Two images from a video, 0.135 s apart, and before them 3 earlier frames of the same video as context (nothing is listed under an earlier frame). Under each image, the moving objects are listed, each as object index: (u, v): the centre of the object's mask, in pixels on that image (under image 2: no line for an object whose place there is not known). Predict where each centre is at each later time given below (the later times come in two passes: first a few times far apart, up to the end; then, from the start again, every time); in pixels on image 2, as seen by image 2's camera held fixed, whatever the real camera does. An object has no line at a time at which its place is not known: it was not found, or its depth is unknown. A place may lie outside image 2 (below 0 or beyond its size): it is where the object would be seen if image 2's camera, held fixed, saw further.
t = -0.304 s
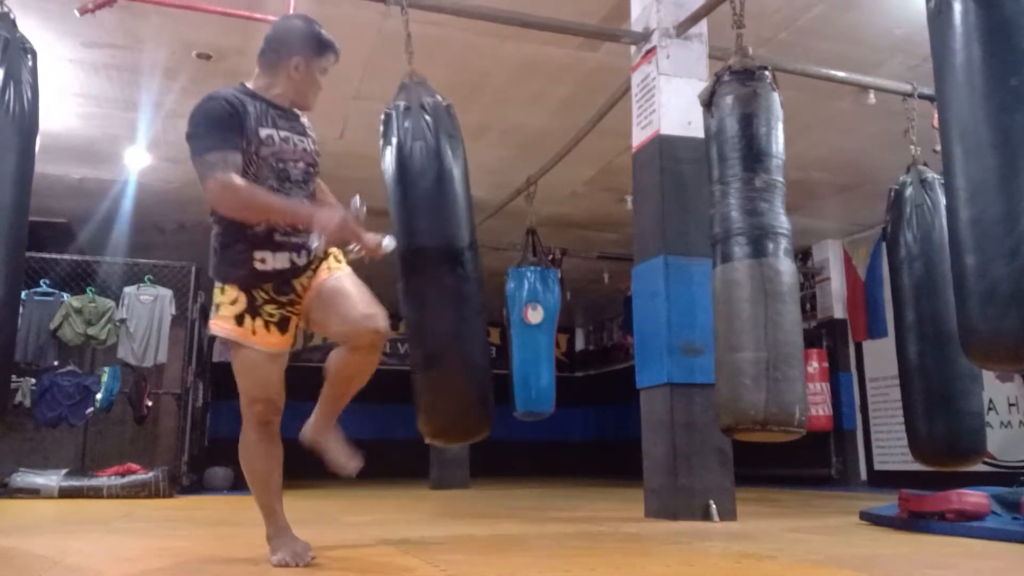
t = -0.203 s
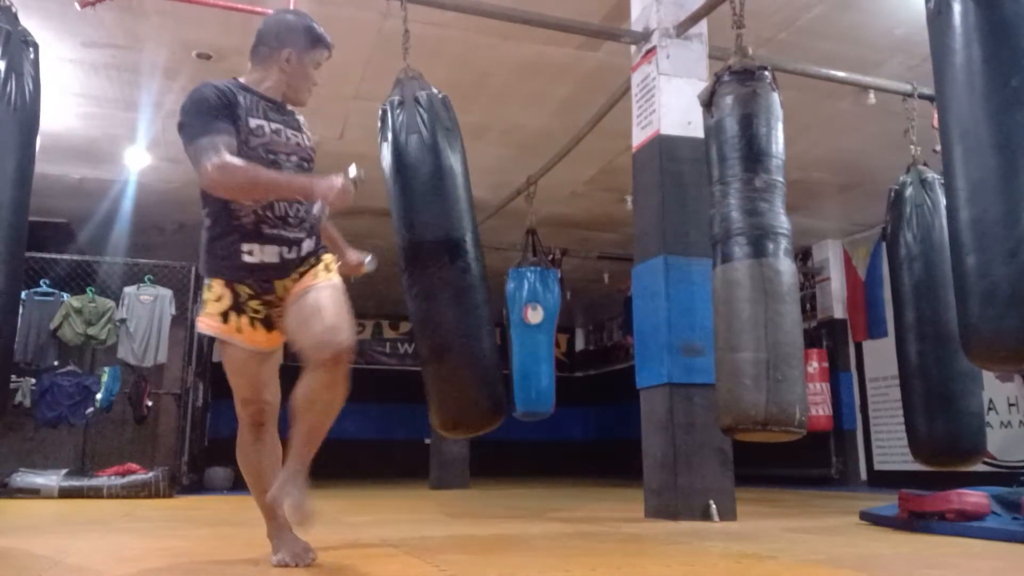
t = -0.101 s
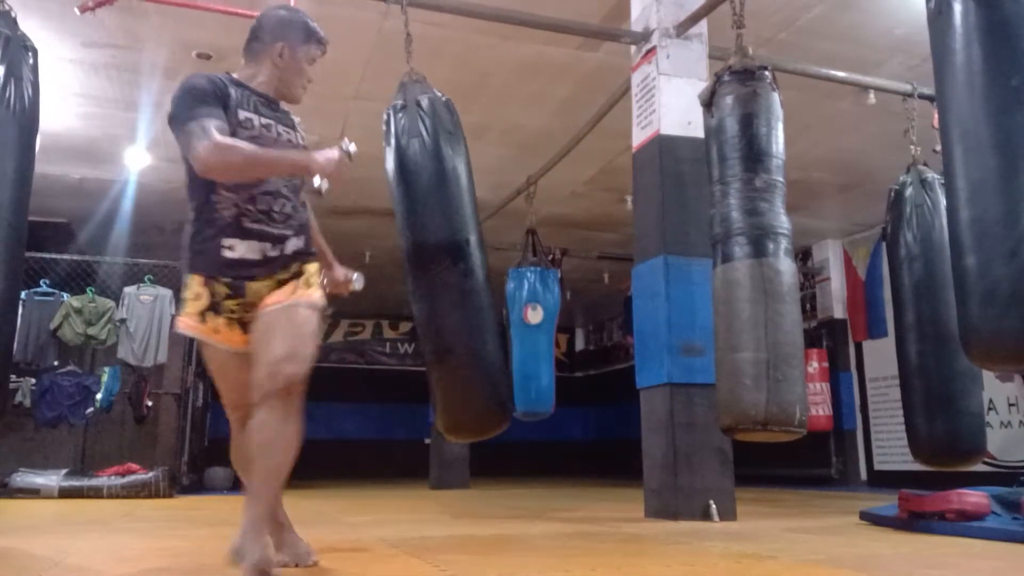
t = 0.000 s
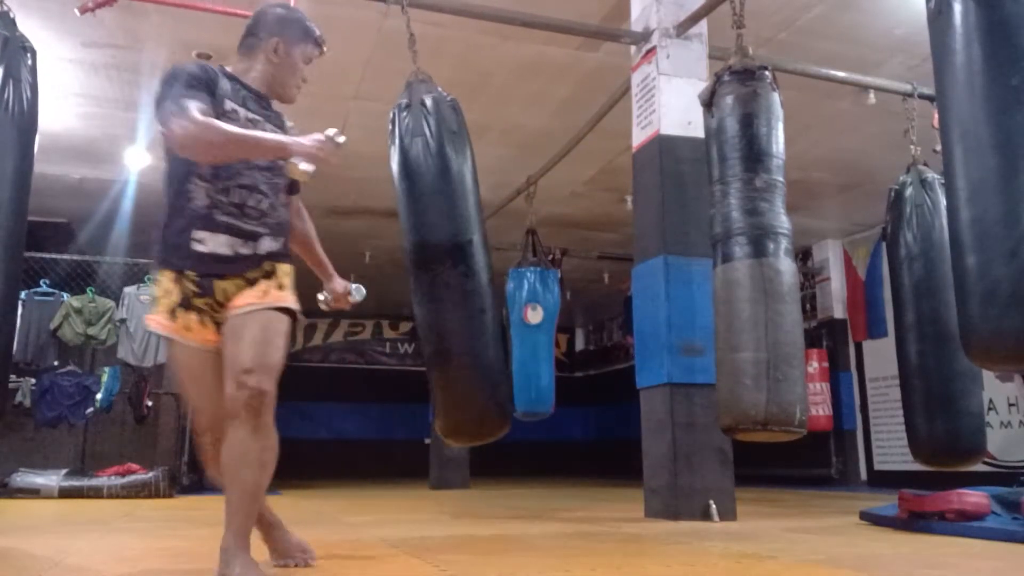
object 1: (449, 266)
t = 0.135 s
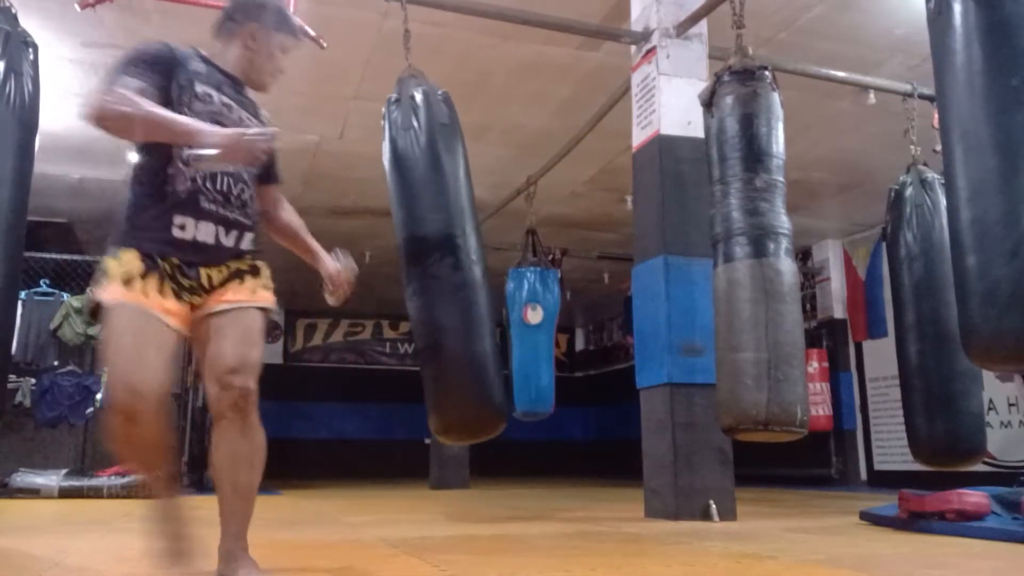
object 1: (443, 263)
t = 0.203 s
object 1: (440, 269)
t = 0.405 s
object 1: (419, 267)
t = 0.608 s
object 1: (389, 269)
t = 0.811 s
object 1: (354, 265)
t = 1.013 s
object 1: (332, 256)
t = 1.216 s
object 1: (325, 257)
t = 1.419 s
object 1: (336, 265)
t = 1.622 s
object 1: (360, 268)
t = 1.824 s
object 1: (390, 270)
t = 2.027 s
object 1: (419, 272)
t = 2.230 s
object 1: (440, 267)
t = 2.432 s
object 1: (451, 264)
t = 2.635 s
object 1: (450, 268)
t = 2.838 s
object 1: (434, 272)
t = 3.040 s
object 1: (405, 270)
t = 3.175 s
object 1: (383, 271)
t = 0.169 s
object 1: (441, 265)
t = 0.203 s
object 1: (440, 269)
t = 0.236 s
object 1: (438, 271)
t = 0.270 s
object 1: (435, 271)
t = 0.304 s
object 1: (432, 270)
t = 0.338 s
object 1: (428, 268)
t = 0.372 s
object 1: (424, 267)
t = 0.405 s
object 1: (419, 267)
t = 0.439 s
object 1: (414, 269)
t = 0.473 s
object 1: (409, 269)
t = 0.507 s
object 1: (404, 271)
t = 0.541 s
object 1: (399, 271)
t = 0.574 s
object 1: (394, 270)
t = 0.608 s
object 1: (389, 269)
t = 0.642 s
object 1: (384, 267)
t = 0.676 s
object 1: (377, 264)
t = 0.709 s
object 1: (371, 263)
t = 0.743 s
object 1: (366, 264)
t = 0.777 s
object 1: (360, 265)
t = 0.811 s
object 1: (354, 265)
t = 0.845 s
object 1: (350, 264)
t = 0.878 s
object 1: (346, 262)
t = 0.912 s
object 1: (342, 259)
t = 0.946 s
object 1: (339, 257)
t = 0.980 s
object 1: (335, 256)
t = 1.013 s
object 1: (332, 256)
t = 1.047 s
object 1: (329, 257)
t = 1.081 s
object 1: (327, 258)
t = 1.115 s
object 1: (326, 259)
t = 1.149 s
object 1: (325, 259)
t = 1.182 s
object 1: (325, 258)
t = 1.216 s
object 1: (325, 257)
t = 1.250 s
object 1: (326, 257)
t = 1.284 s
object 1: (327, 257)
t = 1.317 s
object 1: (329, 259)
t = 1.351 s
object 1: (330, 261)
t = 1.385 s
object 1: (333, 264)
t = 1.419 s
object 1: (336, 265)
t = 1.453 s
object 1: (339, 266)
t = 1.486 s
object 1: (343, 265)
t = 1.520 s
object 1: (347, 264)
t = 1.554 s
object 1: (351, 265)
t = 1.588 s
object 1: (355, 266)
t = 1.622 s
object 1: (360, 268)
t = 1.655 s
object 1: (364, 270)
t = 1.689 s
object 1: (370, 272)
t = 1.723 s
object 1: (375, 272)
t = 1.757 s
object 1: (380, 271)
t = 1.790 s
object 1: (385, 270)
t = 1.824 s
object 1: (390, 270)
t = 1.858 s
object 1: (395, 270)
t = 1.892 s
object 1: (400, 270)
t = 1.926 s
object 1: (405, 271)
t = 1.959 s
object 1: (409, 272)
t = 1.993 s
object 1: (414, 271)
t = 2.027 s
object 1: (419, 272)
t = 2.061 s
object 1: (422, 269)
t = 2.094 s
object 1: (427, 267)
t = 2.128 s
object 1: (430, 267)
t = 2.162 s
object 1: (434, 266)
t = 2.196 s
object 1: (437, 267)
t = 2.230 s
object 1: (440, 267)
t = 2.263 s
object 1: (443, 268)
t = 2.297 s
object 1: (445, 267)
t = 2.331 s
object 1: (447, 267)
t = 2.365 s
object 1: (448, 265)
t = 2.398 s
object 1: (450, 264)
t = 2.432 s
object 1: (451, 264)
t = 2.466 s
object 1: (452, 265)
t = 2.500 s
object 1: (452, 266)
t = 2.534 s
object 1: (452, 267)
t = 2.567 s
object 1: (452, 268)
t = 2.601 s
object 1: (451, 269)
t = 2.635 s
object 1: (450, 268)
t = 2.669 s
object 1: (448, 267)
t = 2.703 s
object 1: (446, 267)
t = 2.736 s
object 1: (444, 269)
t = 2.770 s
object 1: (440, 269)
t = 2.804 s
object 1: (437, 270)
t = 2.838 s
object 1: (434, 272)
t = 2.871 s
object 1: (430, 272)
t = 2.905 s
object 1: (426, 271)
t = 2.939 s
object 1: (421, 271)
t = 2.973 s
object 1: (416, 270)
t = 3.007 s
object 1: (411, 271)
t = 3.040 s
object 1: (405, 270)
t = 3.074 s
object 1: (400, 270)
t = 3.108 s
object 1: (394, 271)
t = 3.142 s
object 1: (389, 271)
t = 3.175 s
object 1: (383, 271)
